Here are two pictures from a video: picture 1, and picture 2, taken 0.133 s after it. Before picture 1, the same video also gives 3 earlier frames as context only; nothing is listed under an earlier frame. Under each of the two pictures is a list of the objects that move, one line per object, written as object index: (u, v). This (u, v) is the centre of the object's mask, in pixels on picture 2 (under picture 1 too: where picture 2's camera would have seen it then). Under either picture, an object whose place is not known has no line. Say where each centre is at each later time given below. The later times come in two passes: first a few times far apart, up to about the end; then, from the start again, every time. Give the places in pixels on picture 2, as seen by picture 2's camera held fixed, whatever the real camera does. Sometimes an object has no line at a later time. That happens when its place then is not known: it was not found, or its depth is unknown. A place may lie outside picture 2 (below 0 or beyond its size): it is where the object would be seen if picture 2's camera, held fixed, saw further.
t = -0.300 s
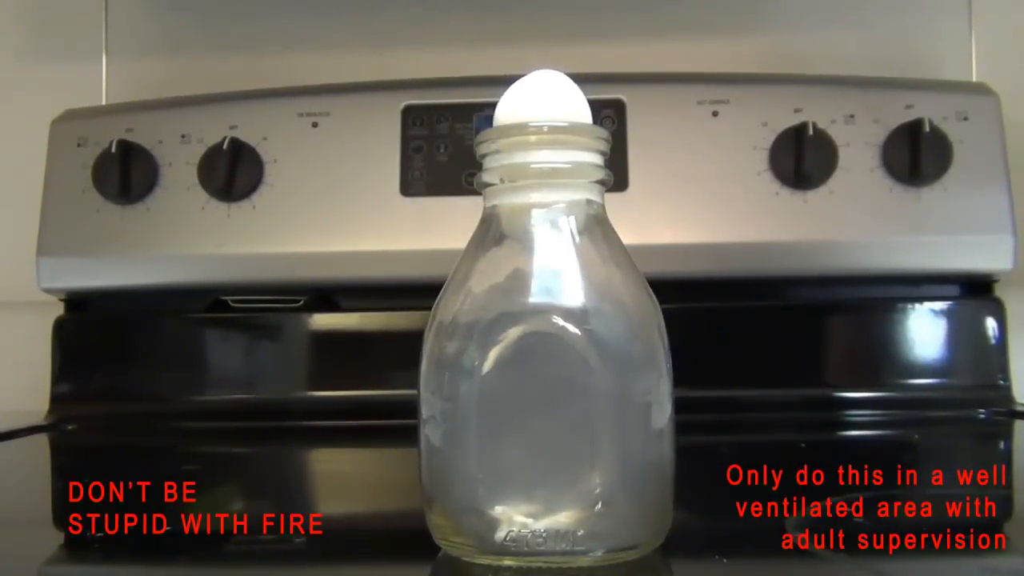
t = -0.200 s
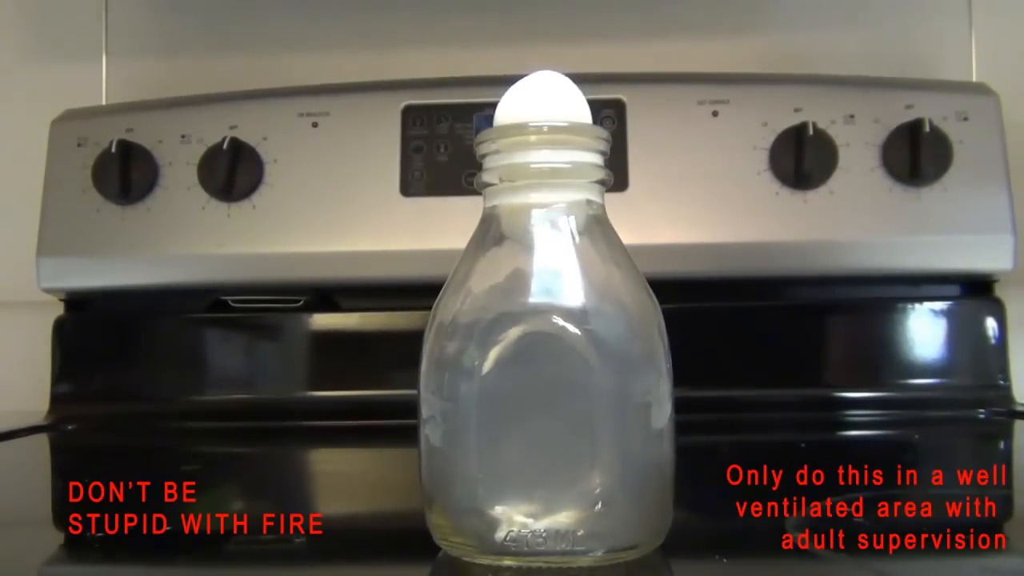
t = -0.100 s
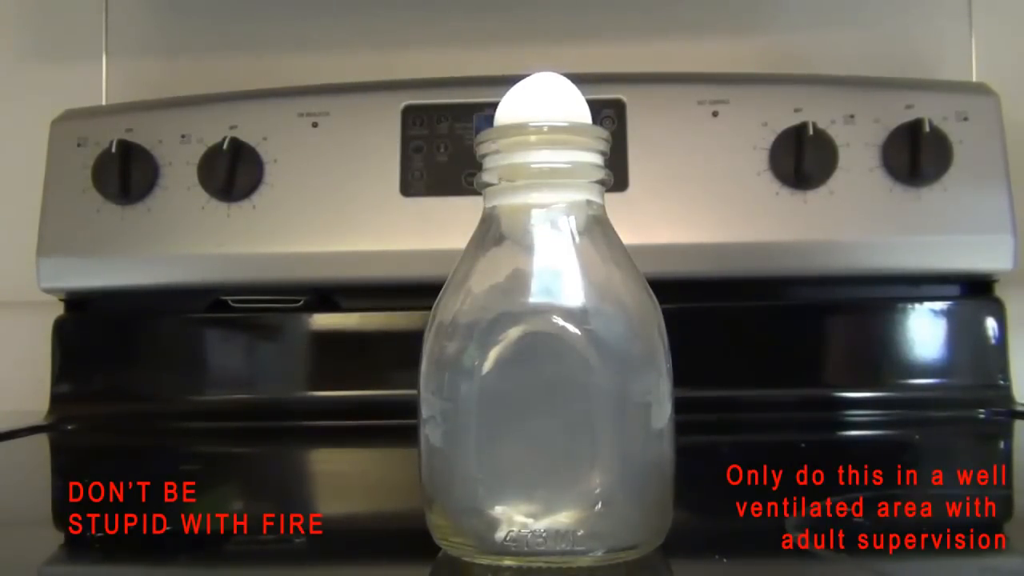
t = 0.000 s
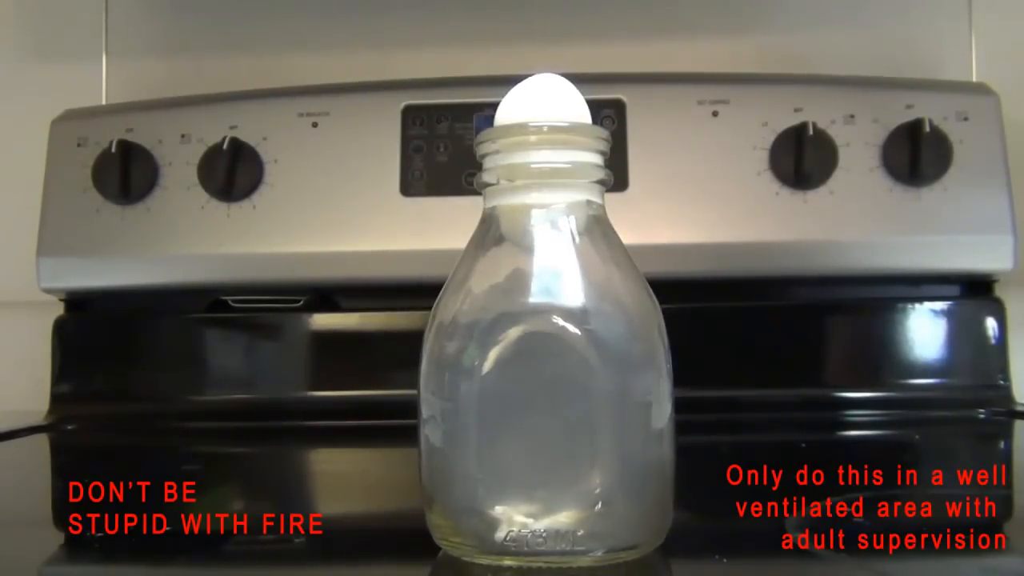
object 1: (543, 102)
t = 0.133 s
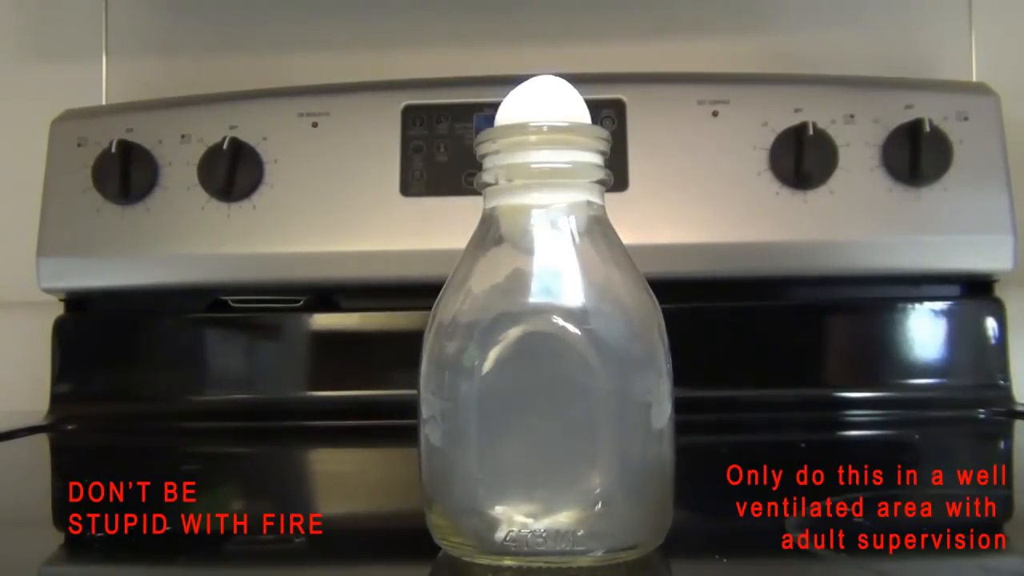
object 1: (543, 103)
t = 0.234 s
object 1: (543, 104)
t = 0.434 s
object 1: (543, 105)
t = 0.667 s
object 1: (543, 107)
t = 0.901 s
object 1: (543, 112)
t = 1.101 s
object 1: (546, 124)
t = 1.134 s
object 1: (546, 126)
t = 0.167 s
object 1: (543, 103)
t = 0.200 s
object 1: (543, 104)
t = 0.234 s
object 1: (543, 104)
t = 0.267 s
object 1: (543, 104)
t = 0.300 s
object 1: (543, 104)
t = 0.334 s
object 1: (543, 104)
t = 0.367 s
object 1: (543, 104)
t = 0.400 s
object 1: (543, 105)
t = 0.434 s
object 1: (543, 105)
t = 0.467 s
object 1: (543, 105)
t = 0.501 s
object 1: (543, 106)
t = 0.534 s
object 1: (543, 106)
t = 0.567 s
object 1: (543, 106)
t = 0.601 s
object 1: (543, 107)
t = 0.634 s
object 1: (543, 107)
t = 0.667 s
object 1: (543, 107)
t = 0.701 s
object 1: (543, 108)
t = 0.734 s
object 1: (543, 108)
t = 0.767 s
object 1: (544, 109)
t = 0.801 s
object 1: (544, 109)
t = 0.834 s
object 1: (543, 110)
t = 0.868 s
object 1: (544, 111)
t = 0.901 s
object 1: (543, 112)
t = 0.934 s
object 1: (545, 114)
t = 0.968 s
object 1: (544, 116)
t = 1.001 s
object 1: (544, 118)
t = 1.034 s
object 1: (544, 119)
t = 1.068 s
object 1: (544, 121)
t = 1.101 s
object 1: (546, 124)
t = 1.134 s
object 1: (546, 126)
